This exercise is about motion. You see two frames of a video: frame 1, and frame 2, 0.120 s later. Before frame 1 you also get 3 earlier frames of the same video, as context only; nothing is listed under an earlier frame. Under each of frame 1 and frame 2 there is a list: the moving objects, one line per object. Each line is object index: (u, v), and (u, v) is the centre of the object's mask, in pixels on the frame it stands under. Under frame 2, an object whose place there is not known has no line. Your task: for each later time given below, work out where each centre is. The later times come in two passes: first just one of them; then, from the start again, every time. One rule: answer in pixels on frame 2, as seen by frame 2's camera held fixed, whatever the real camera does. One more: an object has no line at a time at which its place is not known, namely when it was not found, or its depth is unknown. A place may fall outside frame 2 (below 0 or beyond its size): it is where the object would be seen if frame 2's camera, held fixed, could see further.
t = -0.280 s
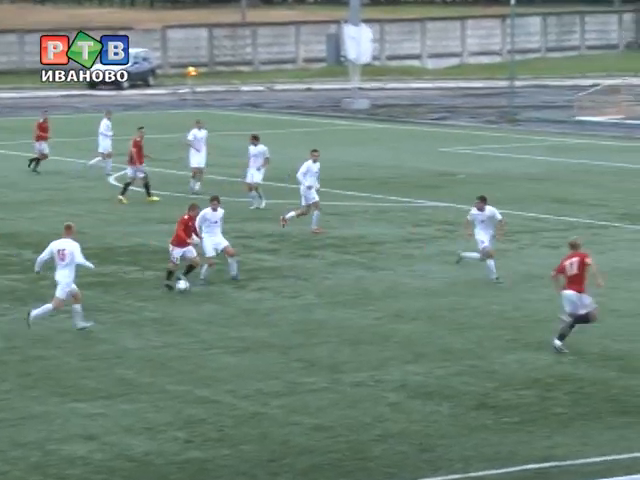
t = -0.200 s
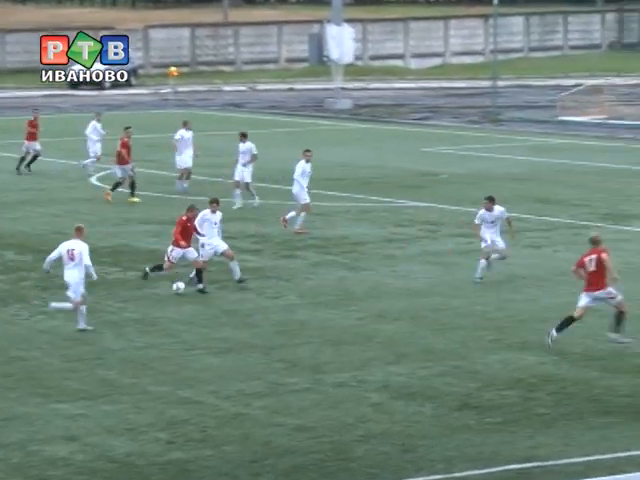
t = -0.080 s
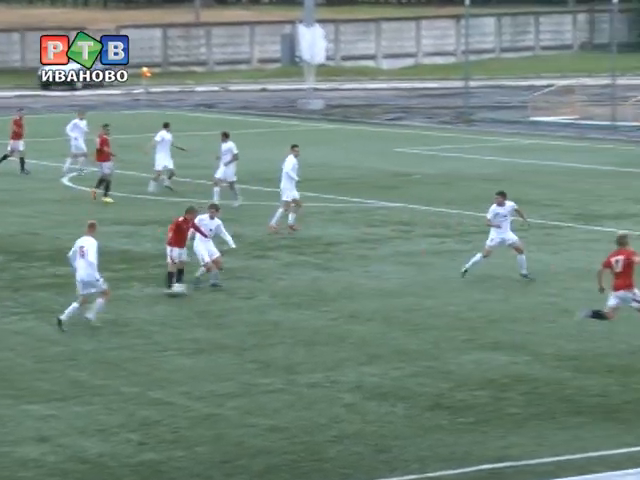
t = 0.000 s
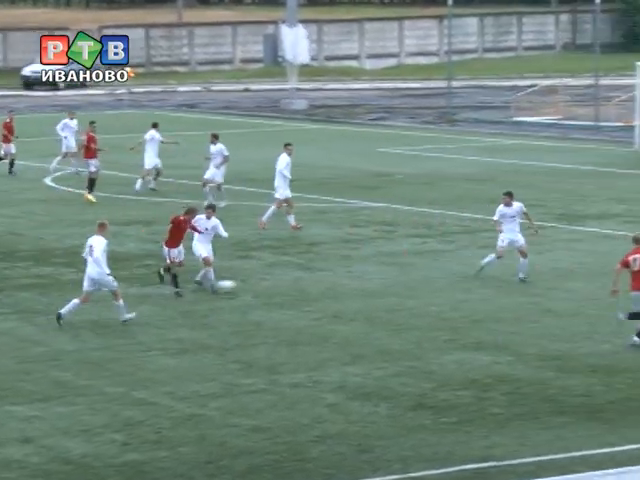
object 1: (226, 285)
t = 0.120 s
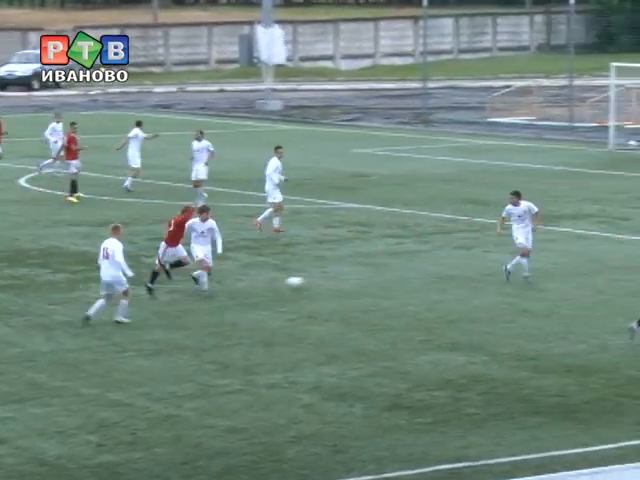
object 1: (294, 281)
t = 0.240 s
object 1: (380, 280)
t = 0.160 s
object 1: (324, 280)
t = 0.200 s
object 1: (352, 279)
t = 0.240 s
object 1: (380, 280)
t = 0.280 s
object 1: (407, 278)
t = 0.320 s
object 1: (435, 277)
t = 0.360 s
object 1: (460, 276)
